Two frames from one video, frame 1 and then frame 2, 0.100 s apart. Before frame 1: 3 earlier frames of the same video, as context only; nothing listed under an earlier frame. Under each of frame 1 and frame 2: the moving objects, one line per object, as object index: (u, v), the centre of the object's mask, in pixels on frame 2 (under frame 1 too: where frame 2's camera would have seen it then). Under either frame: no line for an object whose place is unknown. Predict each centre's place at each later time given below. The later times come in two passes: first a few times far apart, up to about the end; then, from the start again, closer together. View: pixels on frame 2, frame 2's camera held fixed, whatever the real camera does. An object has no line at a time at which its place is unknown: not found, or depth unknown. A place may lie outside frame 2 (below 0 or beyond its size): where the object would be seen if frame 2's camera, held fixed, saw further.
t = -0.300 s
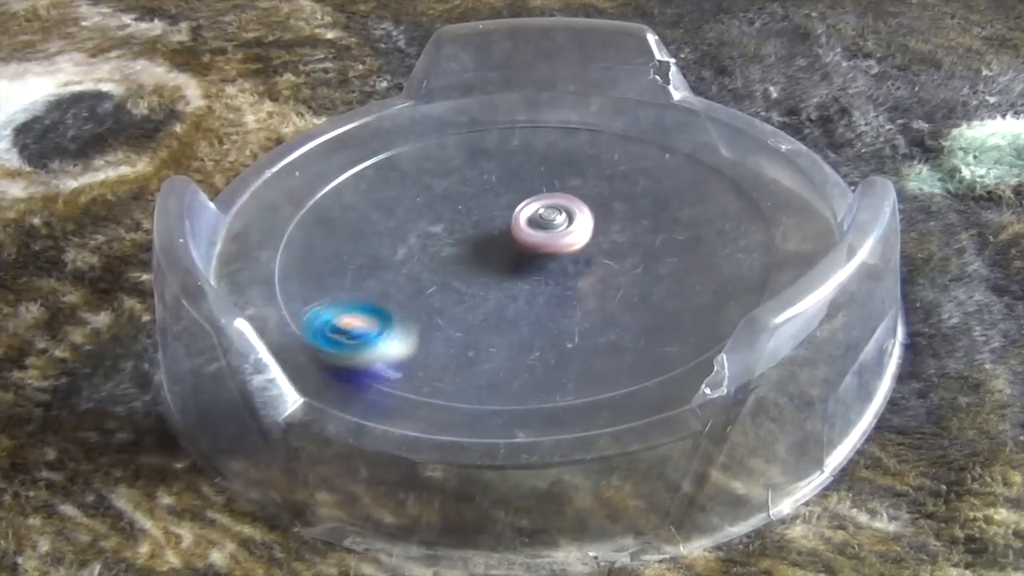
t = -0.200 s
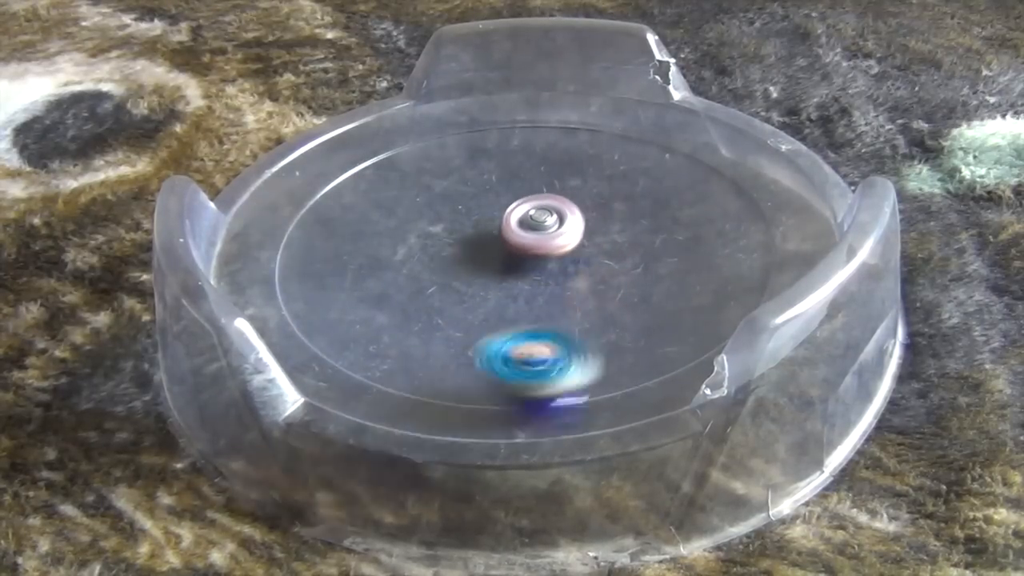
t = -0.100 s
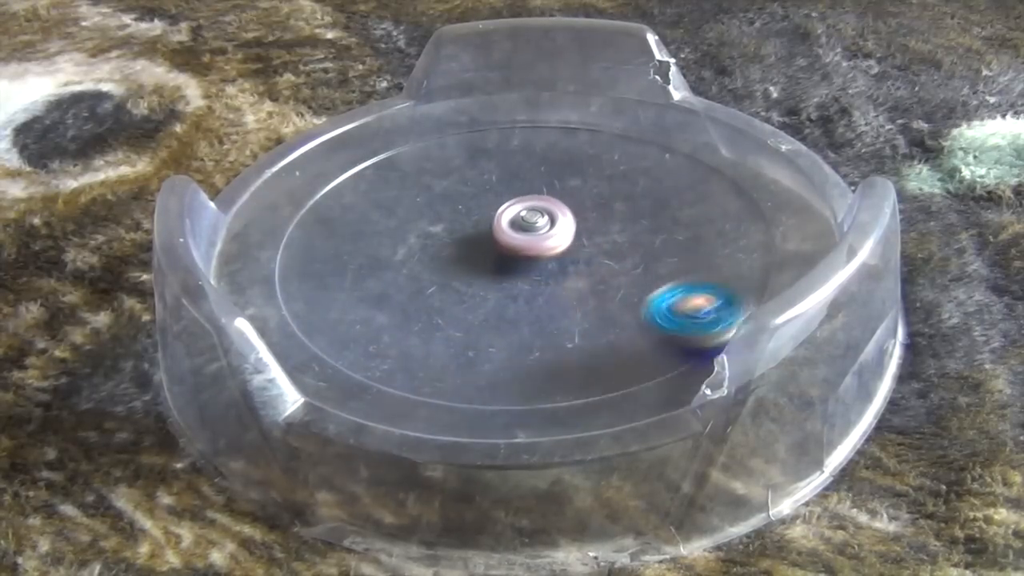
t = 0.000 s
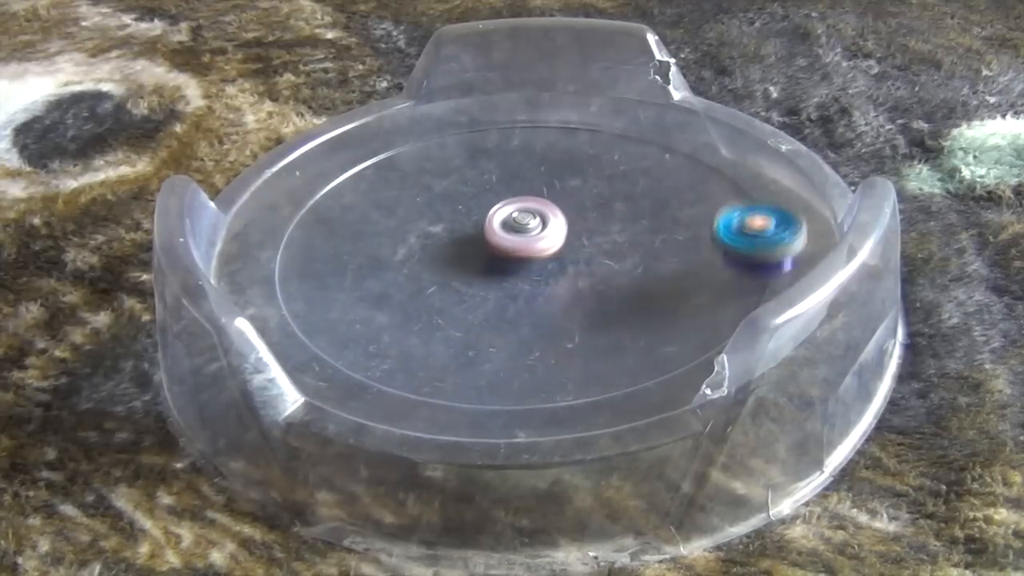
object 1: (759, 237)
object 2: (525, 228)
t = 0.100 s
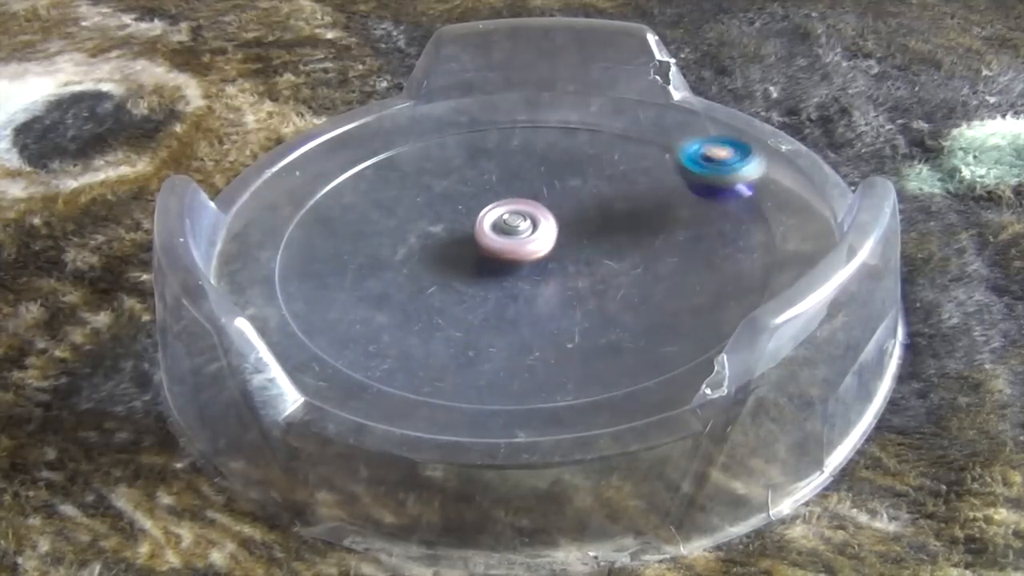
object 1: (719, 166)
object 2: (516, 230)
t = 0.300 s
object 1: (496, 116)
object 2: (500, 232)
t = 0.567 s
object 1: (284, 267)
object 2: (485, 234)
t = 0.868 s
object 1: (699, 311)
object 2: (476, 243)
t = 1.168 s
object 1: (638, 117)
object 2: (480, 255)
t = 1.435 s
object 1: (334, 170)
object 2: (489, 267)
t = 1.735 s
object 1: (495, 366)
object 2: (493, 279)
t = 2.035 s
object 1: (755, 183)
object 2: (515, 283)
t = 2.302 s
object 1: (610, 130)
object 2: (552, 230)
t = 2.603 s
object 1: (391, 197)
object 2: (504, 266)
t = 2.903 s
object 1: (382, 219)
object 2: (549, 233)
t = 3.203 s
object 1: (511, 164)
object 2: (544, 257)
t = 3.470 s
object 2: (521, 264)
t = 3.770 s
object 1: (627, 214)
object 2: (528, 263)
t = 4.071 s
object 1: (593, 196)
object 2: (539, 258)
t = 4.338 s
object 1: (450, 211)
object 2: (544, 254)
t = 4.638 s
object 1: (486, 300)
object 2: (541, 249)
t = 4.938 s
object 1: (638, 250)
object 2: (531, 246)
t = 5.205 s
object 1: (552, 189)
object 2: (523, 246)
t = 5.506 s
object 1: (411, 233)
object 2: (518, 251)
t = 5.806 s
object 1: (529, 299)
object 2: (517, 249)
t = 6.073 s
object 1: (687, 283)
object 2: (532, 245)
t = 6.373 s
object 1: (624, 215)
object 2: (544, 252)
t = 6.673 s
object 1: (457, 197)
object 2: (547, 257)
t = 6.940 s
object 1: (397, 259)
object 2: (545, 257)
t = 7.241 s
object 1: (566, 298)
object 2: (533, 247)
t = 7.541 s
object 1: (659, 230)
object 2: (523, 248)
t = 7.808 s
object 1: (548, 191)
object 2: (513, 249)
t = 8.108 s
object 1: (430, 235)
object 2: (511, 255)
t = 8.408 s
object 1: (455, 305)
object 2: (547, 265)
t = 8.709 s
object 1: (604, 299)
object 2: (568, 249)
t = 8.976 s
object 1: (661, 234)
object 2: (541, 221)
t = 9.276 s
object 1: (569, 231)
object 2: (496, 201)
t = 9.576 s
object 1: (563, 295)
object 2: (482, 210)
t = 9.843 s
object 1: (564, 256)
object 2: (484, 240)
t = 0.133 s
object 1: (692, 148)
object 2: (513, 231)
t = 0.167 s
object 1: (659, 135)
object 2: (510, 231)
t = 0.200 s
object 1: (623, 124)
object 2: (508, 230)
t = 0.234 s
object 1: (582, 118)
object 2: (505, 231)
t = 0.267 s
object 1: (541, 115)
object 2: (503, 231)
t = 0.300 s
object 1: (496, 116)
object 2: (500, 232)
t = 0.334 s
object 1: (455, 121)
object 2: (498, 232)
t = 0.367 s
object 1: (415, 131)
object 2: (495, 232)
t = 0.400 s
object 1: (377, 144)
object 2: (493, 232)
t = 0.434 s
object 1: (342, 161)
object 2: (491, 233)
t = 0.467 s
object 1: (311, 181)
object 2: (488, 233)
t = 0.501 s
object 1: (290, 206)
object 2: (487, 233)
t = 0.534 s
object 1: (282, 236)
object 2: (486, 233)
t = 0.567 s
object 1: (284, 267)
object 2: (485, 234)
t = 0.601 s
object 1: (302, 298)
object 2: (484, 234)
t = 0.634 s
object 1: (333, 325)
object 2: (482, 235)
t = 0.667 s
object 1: (378, 347)
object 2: (481, 236)
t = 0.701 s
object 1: (433, 363)
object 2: (480, 237)
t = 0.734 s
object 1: (494, 369)
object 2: (479, 238)
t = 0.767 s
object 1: (555, 364)
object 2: (478, 239)
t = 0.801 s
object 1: (611, 352)
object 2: (477, 241)
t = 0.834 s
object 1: (661, 335)
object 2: (477, 242)
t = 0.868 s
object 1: (699, 311)
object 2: (476, 243)
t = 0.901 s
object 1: (729, 285)
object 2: (476, 244)
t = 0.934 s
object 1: (751, 261)
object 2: (477, 246)
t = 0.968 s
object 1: (760, 233)
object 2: (477, 247)
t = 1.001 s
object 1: (758, 208)
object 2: (478, 249)
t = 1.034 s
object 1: (748, 184)
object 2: (478, 250)
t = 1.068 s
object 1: (730, 163)
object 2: (479, 251)
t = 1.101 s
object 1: (706, 144)
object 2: (479, 252)
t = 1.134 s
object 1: (675, 129)
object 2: (479, 254)
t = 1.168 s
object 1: (638, 117)
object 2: (480, 255)
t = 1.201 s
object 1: (598, 110)
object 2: (480, 256)
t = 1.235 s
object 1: (557, 107)
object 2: (482, 258)
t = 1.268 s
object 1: (515, 108)
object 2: (483, 259)
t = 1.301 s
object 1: (473, 112)
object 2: (484, 261)
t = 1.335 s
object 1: (434, 120)
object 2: (485, 262)
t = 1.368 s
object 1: (398, 132)
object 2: (486, 264)
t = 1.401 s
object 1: (365, 149)
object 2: (487, 266)
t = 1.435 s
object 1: (334, 170)
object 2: (489, 267)
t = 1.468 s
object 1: (310, 192)
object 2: (490, 268)
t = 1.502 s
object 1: (295, 218)
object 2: (491, 269)
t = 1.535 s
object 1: (289, 244)
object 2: (491, 271)
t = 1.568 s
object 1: (295, 273)
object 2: (491, 272)
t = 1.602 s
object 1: (313, 301)
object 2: (492, 274)
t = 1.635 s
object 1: (343, 325)
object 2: (492, 276)
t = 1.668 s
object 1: (387, 346)
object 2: (492, 277)
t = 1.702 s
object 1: (438, 360)
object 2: (493, 278)
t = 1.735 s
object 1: (495, 366)
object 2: (493, 279)
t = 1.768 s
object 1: (554, 364)
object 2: (494, 280)
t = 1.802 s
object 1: (609, 355)
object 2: (496, 280)
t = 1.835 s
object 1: (661, 338)
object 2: (499, 281)
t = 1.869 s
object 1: (698, 314)
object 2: (502, 281)
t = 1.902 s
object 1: (733, 286)
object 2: (504, 281)
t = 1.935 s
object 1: (760, 261)
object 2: (506, 282)
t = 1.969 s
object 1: (767, 235)
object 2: (508, 282)
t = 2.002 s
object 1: (766, 207)
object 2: (511, 283)
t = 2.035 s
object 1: (755, 183)
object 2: (515, 283)
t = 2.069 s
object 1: (734, 162)
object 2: (518, 283)
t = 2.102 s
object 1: (706, 143)
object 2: (522, 283)
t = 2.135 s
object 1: (673, 129)
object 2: (526, 284)
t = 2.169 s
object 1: (636, 118)
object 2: (530, 284)
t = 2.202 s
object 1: (598, 113)
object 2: (534, 284)
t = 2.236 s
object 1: (701, 313)
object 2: (568, 274)
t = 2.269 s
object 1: (307, 256)
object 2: (592, 239)
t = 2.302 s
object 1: (610, 130)
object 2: (552, 230)
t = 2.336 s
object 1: (666, 317)
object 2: (514, 223)
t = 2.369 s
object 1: (329, 253)
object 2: (470, 246)
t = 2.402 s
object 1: (560, 130)
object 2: (498, 281)
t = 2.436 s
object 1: (709, 263)
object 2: (557, 277)
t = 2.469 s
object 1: (413, 327)
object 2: (563, 254)
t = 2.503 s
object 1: (429, 165)
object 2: (564, 235)
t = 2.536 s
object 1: (687, 190)
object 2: (517, 232)
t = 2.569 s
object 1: (524, 337)
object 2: (492, 247)
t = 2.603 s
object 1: (391, 197)
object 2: (504, 266)
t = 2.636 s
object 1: (657, 176)
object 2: (535, 275)
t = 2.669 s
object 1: (567, 332)
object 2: (562, 258)
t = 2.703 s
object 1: (371, 208)
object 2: (550, 236)
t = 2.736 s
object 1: (641, 162)
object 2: (517, 236)
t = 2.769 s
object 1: (596, 323)
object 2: (498, 247)
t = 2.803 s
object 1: (370, 233)
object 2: (504, 274)
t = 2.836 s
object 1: (612, 165)
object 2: (555, 269)
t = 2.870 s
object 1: (600, 317)
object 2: (549, 251)
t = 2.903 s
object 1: (382, 219)
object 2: (549, 233)
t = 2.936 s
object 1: (644, 175)
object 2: (498, 249)
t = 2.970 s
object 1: (550, 330)
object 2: (505, 257)
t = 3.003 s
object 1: (398, 198)
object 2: (535, 271)
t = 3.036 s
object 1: (665, 189)
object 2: (551, 256)
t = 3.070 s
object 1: (502, 328)
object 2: (542, 239)
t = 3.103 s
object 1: (441, 184)
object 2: (520, 244)
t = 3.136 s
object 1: (674, 227)
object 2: (513, 260)
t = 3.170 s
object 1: (427, 307)
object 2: (527, 266)
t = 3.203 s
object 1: (511, 164)
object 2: (544, 257)
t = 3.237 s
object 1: (665, 272)
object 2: (537, 240)
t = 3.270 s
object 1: (383, 267)
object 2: (522, 245)
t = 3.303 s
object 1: (583, 170)
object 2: (514, 262)
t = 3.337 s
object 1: (596, 311)
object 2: (531, 263)
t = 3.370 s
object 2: (545, 252)
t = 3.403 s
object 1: (644, 202)
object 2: (534, 240)
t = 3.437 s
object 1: (483, 316)
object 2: (519, 250)
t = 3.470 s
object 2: (521, 264)
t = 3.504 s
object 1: (658, 253)
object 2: (536, 260)
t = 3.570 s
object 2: (524, 248)
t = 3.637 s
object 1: (409, 258)
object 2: (532, 261)
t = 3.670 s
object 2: (543, 252)
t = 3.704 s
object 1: (568, 304)
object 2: (527, 243)
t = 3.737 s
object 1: (432, 222)
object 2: (519, 253)
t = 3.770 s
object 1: (627, 214)
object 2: (528, 263)
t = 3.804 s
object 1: (494, 305)
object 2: (544, 254)
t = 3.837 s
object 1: (474, 199)
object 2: (531, 245)
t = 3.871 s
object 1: (639, 243)
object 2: (515, 253)
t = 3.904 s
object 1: (633, 243)
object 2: (532, 261)
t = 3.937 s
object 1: (632, 232)
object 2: (534, 260)
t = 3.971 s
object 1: (627, 221)
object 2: (535, 259)
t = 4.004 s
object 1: (619, 211)
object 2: (537, 258)
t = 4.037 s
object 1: (607, 202)
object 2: (538, 258)
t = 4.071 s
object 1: (593, 196)
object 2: (539, 258)
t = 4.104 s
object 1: (577, 190)
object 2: (539, 257)
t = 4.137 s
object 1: (558, 187)
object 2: (540, 257)
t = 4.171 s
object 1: (539, 186)
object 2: (541, 256)
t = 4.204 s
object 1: (519, 187)
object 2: (542, 256)
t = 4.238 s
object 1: (500, 190)
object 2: (543, 255)
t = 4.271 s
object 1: (483, 194)
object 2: (543, 255)
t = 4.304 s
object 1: (466, 202)
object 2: (544, 255)
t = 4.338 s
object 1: (450, 211)
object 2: (544, 254)
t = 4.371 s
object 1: (439, 221)
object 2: (544, 254)
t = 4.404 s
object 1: (431, 232)
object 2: (544, 254)
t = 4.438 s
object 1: (427, 243)
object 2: (544, 253)
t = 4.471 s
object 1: (427, 255)
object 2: (543, 253)
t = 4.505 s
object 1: (431, 266)
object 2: (543, 252)
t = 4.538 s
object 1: (438, 277)
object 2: (542, 252)
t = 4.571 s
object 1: (451, 286)
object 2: (541, 251)
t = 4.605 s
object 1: (467, 295)
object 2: (541, 250)
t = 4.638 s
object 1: (486, 300)
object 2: (541, 249)
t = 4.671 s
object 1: (507, 304)
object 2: (540, 248)
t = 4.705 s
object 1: (529, 305)
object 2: (539, 247)
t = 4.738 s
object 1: (552, 304)
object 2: (537, 246)
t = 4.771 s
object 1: (574, 300)
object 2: (535, 246)
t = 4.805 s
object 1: (595, 293)
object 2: (535, 247)
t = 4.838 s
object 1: (611, 283)
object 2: (534, 247)
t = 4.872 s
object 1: (623, 273)
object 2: (533, 247)
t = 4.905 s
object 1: (633, 261)
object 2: (532, 247)
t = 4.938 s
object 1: (638, 250)
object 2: (531, 246)
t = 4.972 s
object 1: (638, 239)
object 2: (529, 246)
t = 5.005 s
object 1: (635, 228)
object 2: (529, 247)
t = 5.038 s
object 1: (627, 219)
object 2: (529, 247)
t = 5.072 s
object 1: (617, 209)
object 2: (527, 247)
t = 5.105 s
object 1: (602, 202)
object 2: (525, 247)
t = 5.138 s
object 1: (587, 197)
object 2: (524, 246)
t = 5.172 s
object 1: (570, 192)
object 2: (524, 246)
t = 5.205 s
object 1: (552, 189)
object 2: (523, 246)
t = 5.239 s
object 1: (532, 188)
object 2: (522, 246)
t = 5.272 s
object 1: (513, 190)
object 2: (521, 246)
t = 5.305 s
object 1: (492, 191)
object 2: (521, 247)
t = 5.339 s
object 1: (475, 196)
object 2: (520, 247)
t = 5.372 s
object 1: (457, 201)
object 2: (520, 248)
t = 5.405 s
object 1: (443, 205)
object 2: (519, 249)
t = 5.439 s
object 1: (428, 213)
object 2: (519, 249)
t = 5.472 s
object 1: (418, 222)
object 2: (518, 250)
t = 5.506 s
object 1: (411, 233)
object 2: (518, 251)
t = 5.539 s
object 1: (407, 245)
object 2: (518, 251)
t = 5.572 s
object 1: (410, 257)
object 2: (518, 252)
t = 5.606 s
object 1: (417, 267)
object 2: (518, 253)
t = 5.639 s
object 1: (429, 275)
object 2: (518, 254)
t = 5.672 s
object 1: (443, 286)
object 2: (519, 254)
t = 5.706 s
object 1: (463, 292)
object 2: (521, 254)
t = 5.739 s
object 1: (483, 297)
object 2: (522, 253)
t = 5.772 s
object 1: (506, 298)
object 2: (521, 251)
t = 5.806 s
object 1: (529, 299)
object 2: (517, 249)
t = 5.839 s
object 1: (554, 308)
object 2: (518, 249)
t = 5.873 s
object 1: (575, 310)
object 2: (518, 247)
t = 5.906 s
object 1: (595, 310)
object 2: (519, 246)
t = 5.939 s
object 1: (614, 307)
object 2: (521, 246)
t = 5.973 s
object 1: (635, 304)
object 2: (524, 246)
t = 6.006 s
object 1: (655, 298)
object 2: (526, 245)
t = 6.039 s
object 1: (672, 291)
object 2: (530, 245)
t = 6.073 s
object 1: (687, 283)
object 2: (532, 245)
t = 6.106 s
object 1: (699, 273)
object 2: (534, 246)
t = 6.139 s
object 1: (706, 263)
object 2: (536, 246)
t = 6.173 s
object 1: (706, 252)
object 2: (537, 246)
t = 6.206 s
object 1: (702, 242)
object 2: (539, 247)
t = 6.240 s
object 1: (691, 234)
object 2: (540, 248)
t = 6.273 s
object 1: (678, 227)
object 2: (541, 249)
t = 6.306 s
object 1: (661, 222)
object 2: (542, 250)
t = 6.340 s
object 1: (644, 217)
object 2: (543, 251)
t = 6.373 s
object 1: (624, 215)
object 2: (544, 252)
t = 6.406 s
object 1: (605, 212)
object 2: (544, 253)
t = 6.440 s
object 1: (588, 205)
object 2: (543, 253)
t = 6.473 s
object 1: (569, 200)
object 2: (542, 255)
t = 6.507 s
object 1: (547, 197)
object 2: (543, 256)
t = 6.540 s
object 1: (526, 196)
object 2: (544, 256)
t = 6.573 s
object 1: (509, 195)
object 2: (545, 257)
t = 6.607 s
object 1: (490, 195)
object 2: (546, 257)
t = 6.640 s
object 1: (474, 195)
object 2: (547, 257)
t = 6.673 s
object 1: (457, 197)
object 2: (547, 257)
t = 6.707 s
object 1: (441, 200)
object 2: (547, 257)
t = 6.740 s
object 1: (426, 205)
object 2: (547, 257)
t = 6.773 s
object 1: (414, 209)
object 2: (547, 258)
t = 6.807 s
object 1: (402, 218)
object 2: (547, 257)
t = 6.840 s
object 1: (394, 228)
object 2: (547, 258)
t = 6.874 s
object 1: (390, 238)
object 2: (547, 257)
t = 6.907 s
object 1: (390, 250)
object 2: (546, 258)
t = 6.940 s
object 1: (397, 259)
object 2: (545, 257)
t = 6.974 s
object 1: (408, 269)
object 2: (544, 258)
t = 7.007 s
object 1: (422, 278)
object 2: (542, 258)
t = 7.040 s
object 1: (441, 285)
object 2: (541, 257)
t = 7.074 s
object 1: (460, 291)
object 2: (540, 257)
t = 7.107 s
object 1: (481, 294)
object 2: (542, 254)
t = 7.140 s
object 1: (504, 295)
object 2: (542, 251)
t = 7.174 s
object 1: (525, 297)
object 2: (539, 247)
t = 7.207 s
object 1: (546, 298)
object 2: (535, 246)
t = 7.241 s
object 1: (566, 298)
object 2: (533, 247)
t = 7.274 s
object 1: (585, 295)
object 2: (532, 249)
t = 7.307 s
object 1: (604, 291)
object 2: (532, 250)
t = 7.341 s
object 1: (621, 285)
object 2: (531, 251)
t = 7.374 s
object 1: (636, 277)
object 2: (530, 250)
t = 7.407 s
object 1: (649, 269)
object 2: (529, 250)
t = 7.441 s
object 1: (658, 259)
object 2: (527, 249)
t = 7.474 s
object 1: (663, 249)
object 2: (526, 249)
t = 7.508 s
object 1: (664, 239)
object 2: (524, 248)
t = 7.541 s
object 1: (659, 230)
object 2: (523, 248)
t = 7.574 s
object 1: (651, 222)
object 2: (522, 248)
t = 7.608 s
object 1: (638, 214)
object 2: (521, 247)
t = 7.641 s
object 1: (623, 209)
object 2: (521, 247)
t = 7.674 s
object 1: (607, 205)
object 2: (520, 246)
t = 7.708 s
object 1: (589, 204)
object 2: (520, 246)
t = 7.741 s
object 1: (572, 199)
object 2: (518, 246)
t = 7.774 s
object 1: (560, 195)
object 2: (514, 249)
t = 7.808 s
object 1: (548, 191)
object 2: (513, 249)
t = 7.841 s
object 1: (533, 189)
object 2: (512, 250)
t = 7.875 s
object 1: (516, 188)
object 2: (511, 250)
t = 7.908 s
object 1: (499, 190)
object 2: (510, 251)
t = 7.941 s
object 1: (482, 193)
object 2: (510, 252)
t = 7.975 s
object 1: (466, 199)
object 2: (510, 252)
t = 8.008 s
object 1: (453, 206)
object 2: (510, 253)
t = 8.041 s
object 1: (443, 214)
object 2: (510, 253)
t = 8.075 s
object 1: (436, 223)
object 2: (511, 254)
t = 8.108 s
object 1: (430, 235)
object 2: (511, 255)
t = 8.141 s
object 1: (416, 241)
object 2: (521, 256)
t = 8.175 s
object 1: (404, 250)
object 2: (527, 257)
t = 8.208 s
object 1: (398, 259)
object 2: (530, 258)
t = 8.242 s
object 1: (397, 268)
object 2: (533, 260)
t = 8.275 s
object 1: (398, 277)
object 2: (537, 261)
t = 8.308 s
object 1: (406, 286)
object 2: (539, 262)
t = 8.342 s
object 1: (419, 295)
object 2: (542, 263)
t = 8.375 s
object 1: (435, 301)
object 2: (545, 264)
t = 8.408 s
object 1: (455, 305)
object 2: (547, 265)
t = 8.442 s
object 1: (475, 306)
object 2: (550, 265)
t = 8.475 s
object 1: (496, 306)
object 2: (554, 264)
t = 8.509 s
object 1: (515, 304)
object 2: (559, 262)
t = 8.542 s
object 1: (526, 312)
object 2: (560, 257)
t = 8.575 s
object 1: (538, 314)
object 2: (562, 254)
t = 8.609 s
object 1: (552, 314)
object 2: (564, 253)
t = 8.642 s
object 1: (571, 312)
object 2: (565, 253)
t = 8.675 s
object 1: (589, 307)
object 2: (566, 251)
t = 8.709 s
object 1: (604, 299)
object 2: (568, 249)
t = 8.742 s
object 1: (617, 290)
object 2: (567, 248)
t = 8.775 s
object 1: (623, 280)
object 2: (566, 247)
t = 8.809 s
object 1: (640, 275)
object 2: (562, 243)
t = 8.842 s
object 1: (654, 269)
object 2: (551, 237)
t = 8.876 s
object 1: (664, 261)
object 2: (547, 232)
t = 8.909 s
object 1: (669, 252)
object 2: (545, 228)
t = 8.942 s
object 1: (668, 243)
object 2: (543, 224)
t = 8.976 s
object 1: (661, 234)
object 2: (541, 221)
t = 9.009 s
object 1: (650, 228)
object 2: (539, 217)
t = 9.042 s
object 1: (635, 223)
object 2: (537, 213)
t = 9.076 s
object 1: (619, 221)
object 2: (533, 209)
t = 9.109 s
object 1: (611, 217)
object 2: (523, 206)
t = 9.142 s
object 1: (609, 218)
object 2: (513, 205)
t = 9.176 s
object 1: (602, 218)
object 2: (507, 205)
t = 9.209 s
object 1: (592, 222)
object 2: (503, 203)
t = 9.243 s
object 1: (581, 225)
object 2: (500, 202)
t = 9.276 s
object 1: (569, 231)
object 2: (496, 201)
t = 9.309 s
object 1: (557, 239)
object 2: (493, 200)
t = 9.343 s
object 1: (546, 247)
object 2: (491, 200)
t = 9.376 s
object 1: (539, 255)
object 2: (489, 200)
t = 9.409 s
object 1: (534, 265)
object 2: (487, 201)
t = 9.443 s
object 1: (533, 274)
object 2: (486, 202)
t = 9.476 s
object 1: (536, 282)
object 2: (484, 203)
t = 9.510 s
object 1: (542, 288)
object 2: (484, 205)
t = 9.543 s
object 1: (552, 293)
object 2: (483, 207)
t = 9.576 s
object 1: (563, 295)
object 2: (482, 210)
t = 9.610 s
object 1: (574, 293)
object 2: (482, 213)
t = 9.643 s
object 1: (580, 291)
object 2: (482, 217)
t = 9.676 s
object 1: (584, 287)
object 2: (483, 221)
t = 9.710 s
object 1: (586, 281)
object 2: (483, 225)
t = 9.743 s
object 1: (584, 274)
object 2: (485, 229)
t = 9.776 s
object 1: (577, 269)
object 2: (487, 233)
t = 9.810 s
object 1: (567, 263)
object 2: (488, 237)
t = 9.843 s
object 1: (564, 256)
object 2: (484, 240)
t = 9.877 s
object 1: (580, 258)
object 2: (467, 238)
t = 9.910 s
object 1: (596, 257)
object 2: (453, 240)
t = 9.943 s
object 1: (606, 254)
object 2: (443, 245)
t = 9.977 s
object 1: (616, 250)
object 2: (440, 249)
